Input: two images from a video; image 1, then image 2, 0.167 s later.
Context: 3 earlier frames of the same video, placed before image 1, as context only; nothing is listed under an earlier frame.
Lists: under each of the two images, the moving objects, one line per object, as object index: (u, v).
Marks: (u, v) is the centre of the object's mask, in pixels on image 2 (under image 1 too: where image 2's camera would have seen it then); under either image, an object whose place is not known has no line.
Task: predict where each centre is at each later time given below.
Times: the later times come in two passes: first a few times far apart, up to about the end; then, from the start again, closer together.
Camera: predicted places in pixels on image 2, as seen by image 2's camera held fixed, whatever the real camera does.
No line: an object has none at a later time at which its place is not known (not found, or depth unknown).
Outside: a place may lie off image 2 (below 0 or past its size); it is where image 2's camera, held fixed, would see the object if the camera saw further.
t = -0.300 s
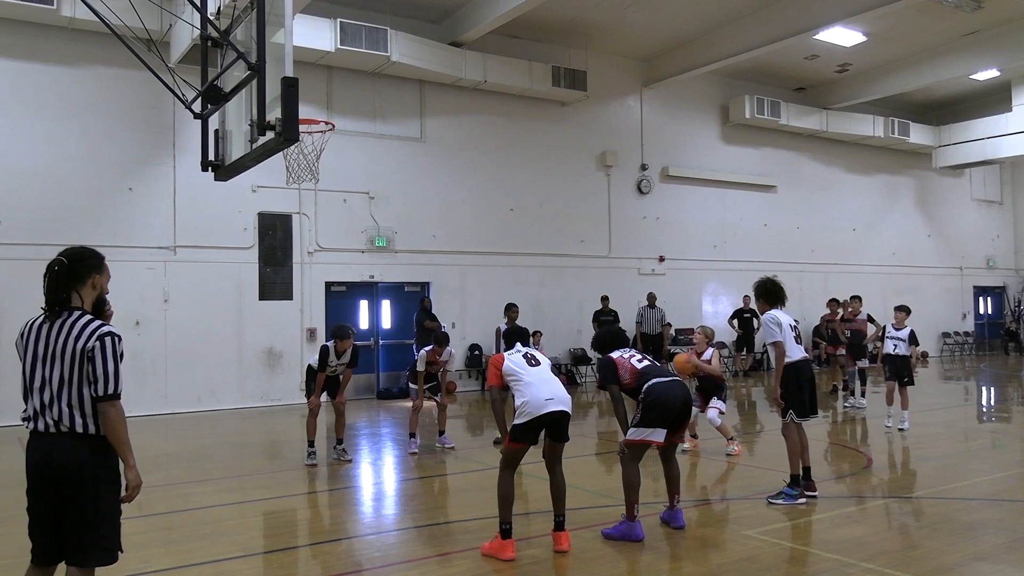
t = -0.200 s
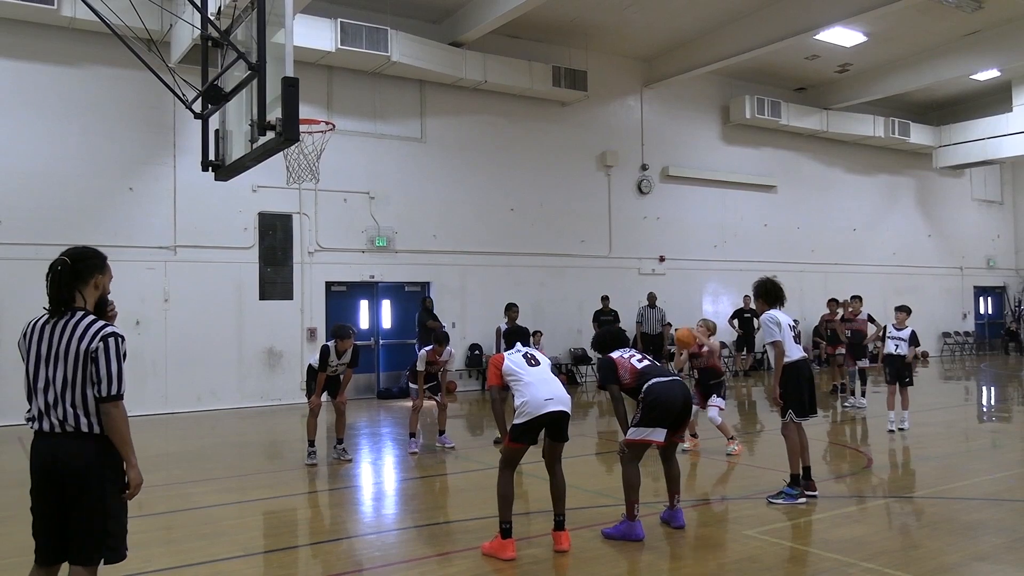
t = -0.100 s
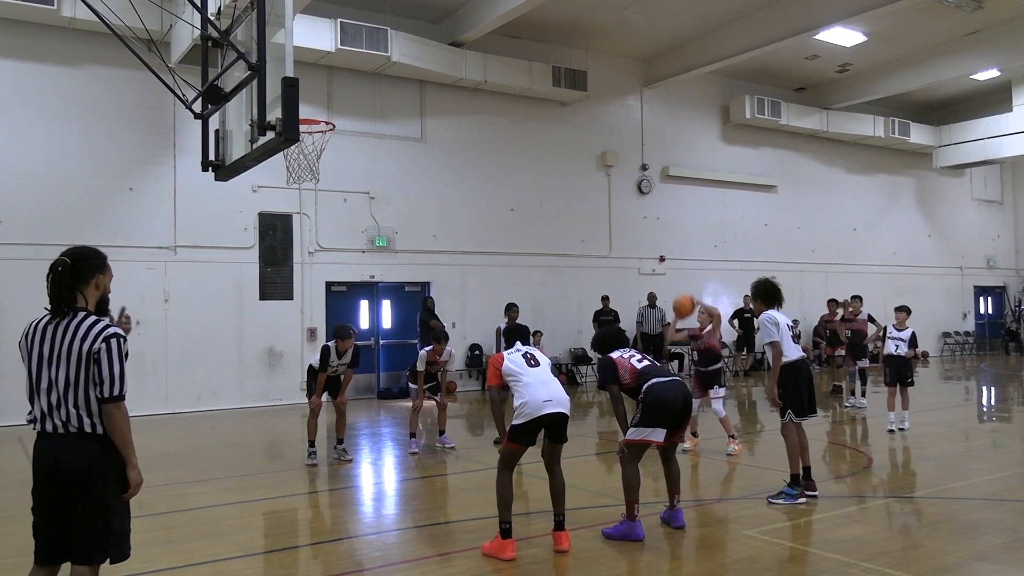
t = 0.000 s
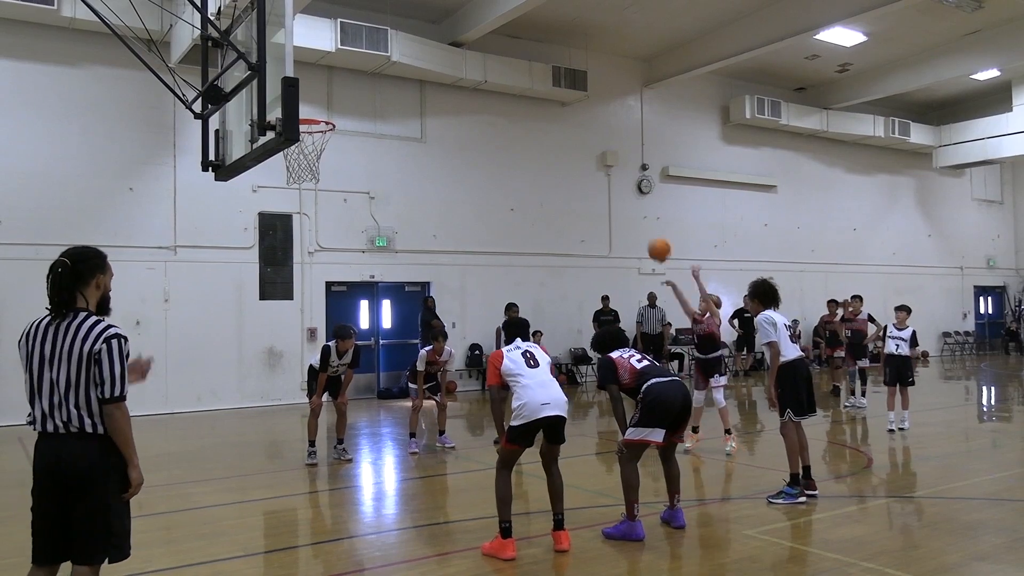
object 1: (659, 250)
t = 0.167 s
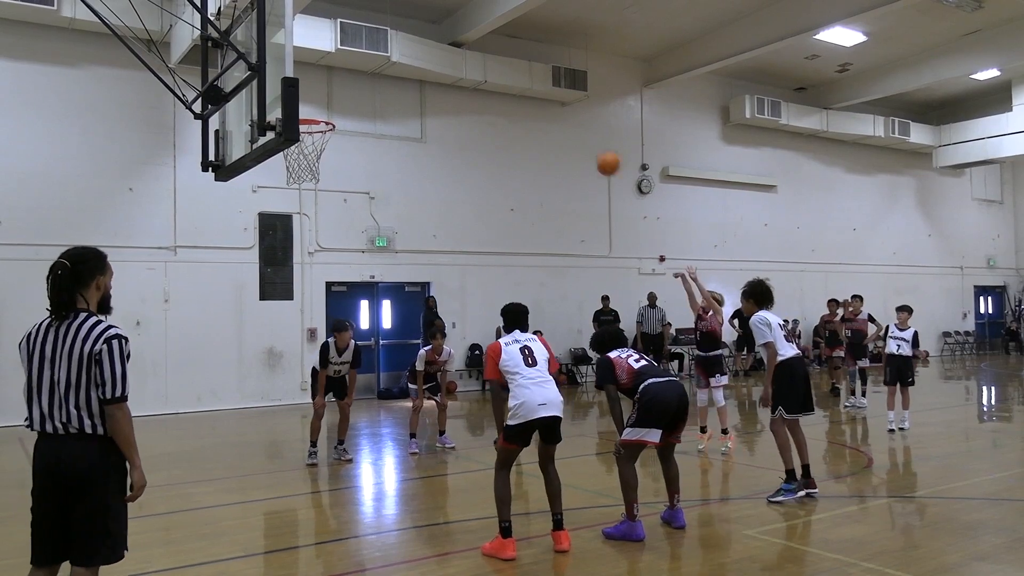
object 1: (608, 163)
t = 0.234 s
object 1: (587, 135)
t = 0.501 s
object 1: (499, 58)
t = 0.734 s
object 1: (414, 46)
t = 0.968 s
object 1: (319, 95)
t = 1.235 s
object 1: (326, 145)
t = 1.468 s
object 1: (294, 186)
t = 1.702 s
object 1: (260, 288)
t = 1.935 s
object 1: (228, 457)
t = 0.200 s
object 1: (598, 149)
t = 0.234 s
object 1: (587, 135)
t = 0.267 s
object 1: (576, 123)
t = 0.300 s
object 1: (565, 110)
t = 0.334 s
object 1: (556, 99)
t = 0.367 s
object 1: (544, 89)
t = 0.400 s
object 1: (533, 80)
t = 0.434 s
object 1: (522, 71)
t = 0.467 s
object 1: (510, 64)
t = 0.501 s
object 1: (499, 58)
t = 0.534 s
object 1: (487, 53)
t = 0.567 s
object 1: (475, 49)
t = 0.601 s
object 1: (463, 46)
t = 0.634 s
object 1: (452, 45)
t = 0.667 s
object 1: (439, 44)
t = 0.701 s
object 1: (427, 45)
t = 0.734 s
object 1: (414, 46)
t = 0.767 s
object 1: (401, 49)
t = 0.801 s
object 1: (388, 54)
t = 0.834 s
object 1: (375, 60)
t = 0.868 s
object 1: (361, 66)
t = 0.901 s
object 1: (347, 74)
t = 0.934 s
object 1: (334, 84)
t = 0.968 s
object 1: (319, 95)
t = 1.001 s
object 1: (309, 107)
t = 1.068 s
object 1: (305, 133)
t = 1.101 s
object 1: (313, 139)
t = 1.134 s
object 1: (324, 145)
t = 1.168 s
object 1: (329, 142)
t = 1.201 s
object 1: (330, 142)
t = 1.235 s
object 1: (326, 145)
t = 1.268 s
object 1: (323, 148)
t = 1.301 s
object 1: (319, 153)
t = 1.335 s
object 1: (314, 158)
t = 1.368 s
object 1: (310, 163)
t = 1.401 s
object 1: (304, 169)
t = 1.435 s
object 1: (299, 177)
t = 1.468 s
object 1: (294, 186)
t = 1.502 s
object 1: (289, 196)
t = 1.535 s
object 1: (284, 209)
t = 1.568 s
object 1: (279, 222)
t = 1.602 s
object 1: (275, 237)
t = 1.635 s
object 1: (270, 252)
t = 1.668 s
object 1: (265, 270)
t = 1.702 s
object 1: (260, 288)
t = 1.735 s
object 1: (255, 308)
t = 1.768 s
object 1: (250, 330)
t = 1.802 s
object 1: (245, 352)
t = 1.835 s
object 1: (241, 376)
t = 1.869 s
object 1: (236, 402)
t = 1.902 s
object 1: (232, 429)
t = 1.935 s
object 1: (228, 457)
